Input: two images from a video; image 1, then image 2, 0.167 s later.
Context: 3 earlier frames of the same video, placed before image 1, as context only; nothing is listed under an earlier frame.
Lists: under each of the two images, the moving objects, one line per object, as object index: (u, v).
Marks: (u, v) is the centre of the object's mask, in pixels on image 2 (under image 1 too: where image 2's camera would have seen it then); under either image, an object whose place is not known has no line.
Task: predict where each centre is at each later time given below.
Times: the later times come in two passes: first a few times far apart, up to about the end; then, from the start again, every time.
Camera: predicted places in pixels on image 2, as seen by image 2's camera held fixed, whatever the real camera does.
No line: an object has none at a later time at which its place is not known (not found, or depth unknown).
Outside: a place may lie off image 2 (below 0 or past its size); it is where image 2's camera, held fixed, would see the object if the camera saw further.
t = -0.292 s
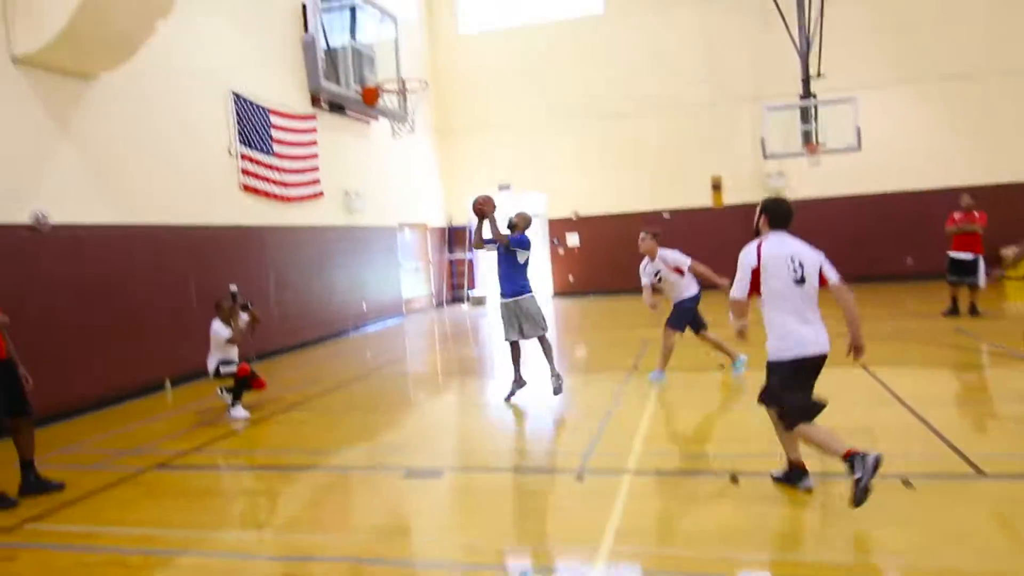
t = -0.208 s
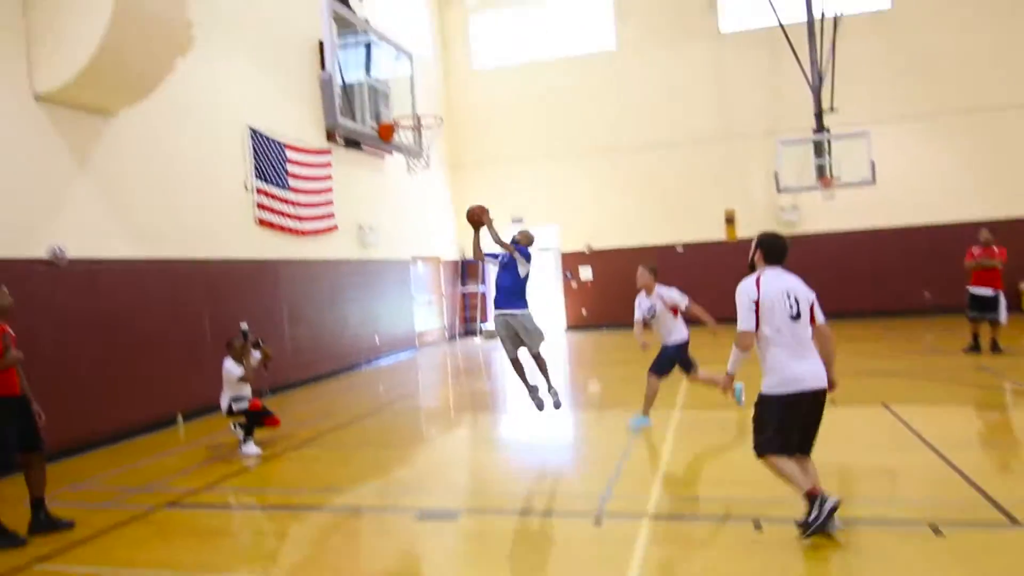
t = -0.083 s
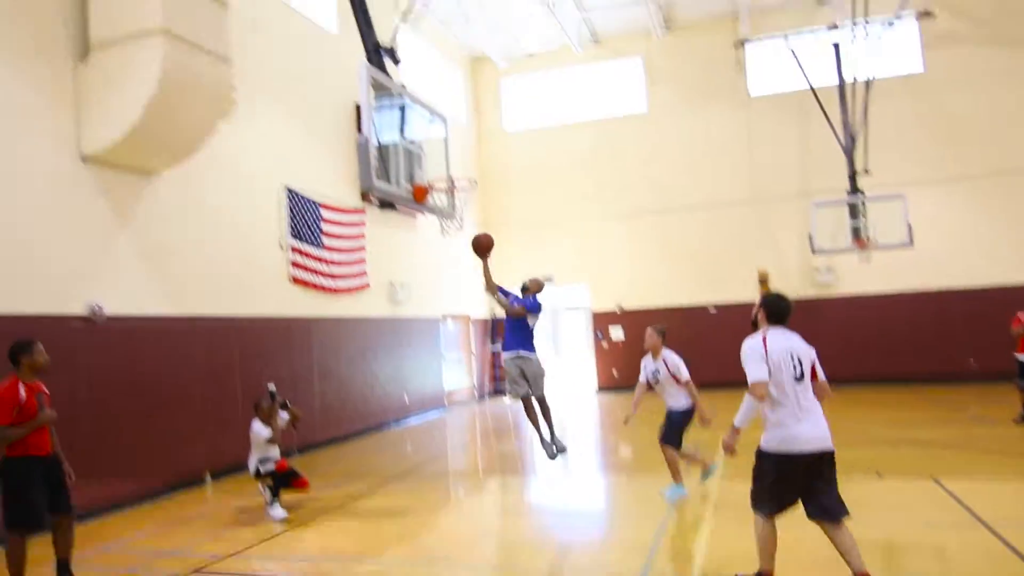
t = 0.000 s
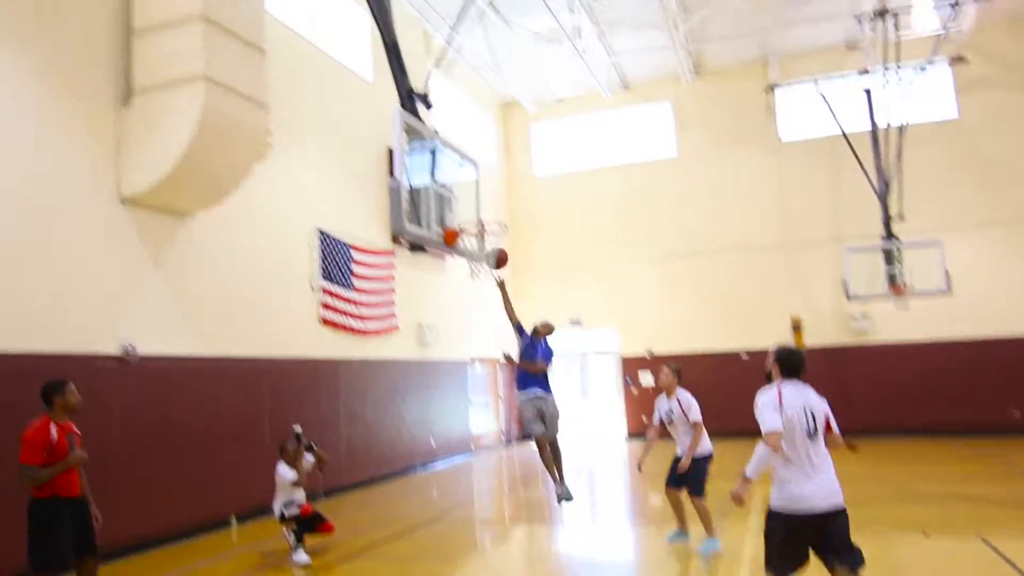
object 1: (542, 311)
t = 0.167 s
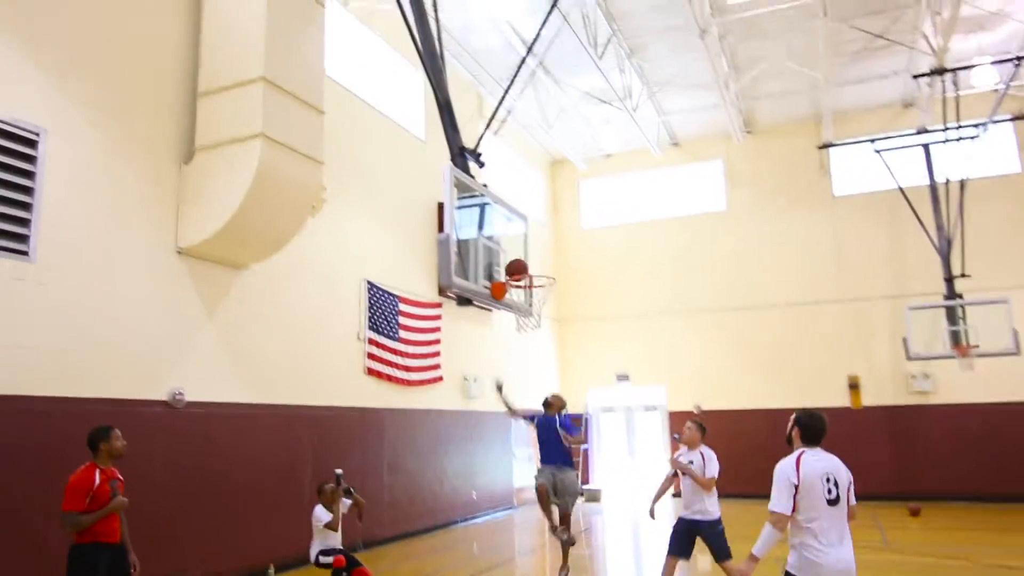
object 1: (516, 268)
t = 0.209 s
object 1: (520, 265)
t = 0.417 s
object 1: (538, 263)
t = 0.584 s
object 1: (536, 282)
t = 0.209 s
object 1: (520, 265)
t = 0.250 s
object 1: (524, 262)
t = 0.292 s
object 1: (528, 260)
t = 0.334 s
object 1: (531, 259)
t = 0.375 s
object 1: (535, 260)
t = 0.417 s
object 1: (538, 263)
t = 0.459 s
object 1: (542, 267)
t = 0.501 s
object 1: (544, 273)
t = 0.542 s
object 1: (542, 277)
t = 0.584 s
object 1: (536, 282)
